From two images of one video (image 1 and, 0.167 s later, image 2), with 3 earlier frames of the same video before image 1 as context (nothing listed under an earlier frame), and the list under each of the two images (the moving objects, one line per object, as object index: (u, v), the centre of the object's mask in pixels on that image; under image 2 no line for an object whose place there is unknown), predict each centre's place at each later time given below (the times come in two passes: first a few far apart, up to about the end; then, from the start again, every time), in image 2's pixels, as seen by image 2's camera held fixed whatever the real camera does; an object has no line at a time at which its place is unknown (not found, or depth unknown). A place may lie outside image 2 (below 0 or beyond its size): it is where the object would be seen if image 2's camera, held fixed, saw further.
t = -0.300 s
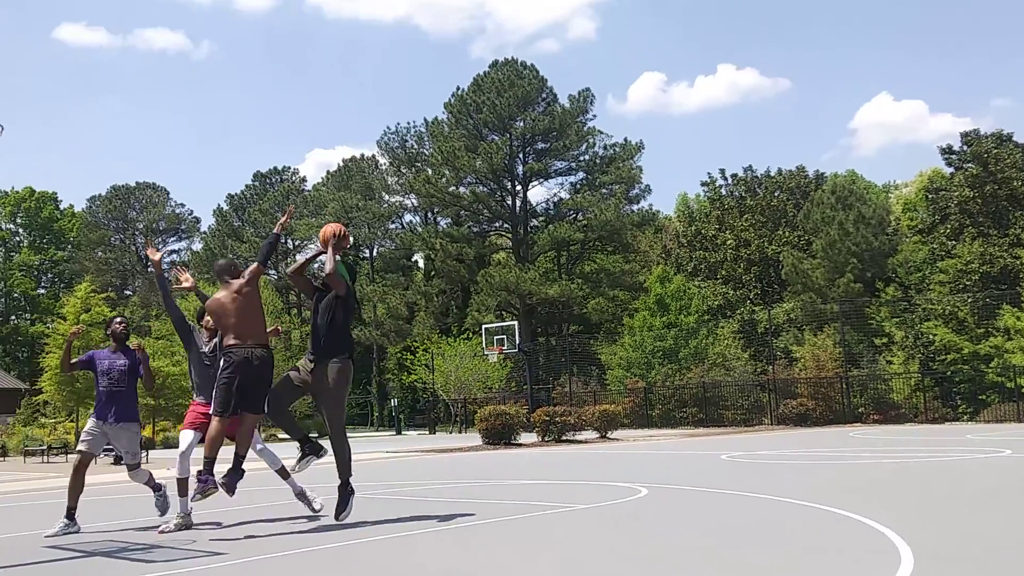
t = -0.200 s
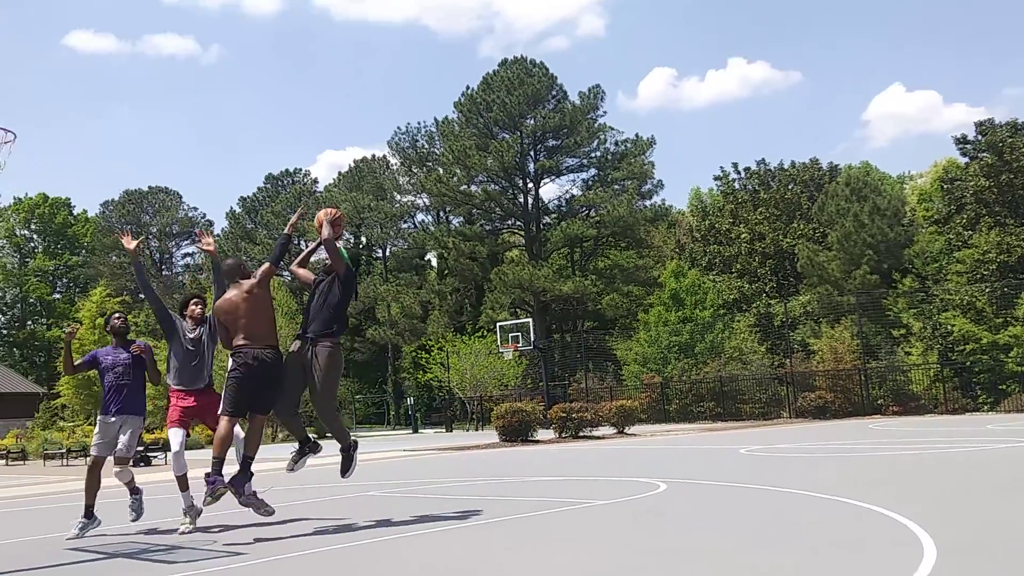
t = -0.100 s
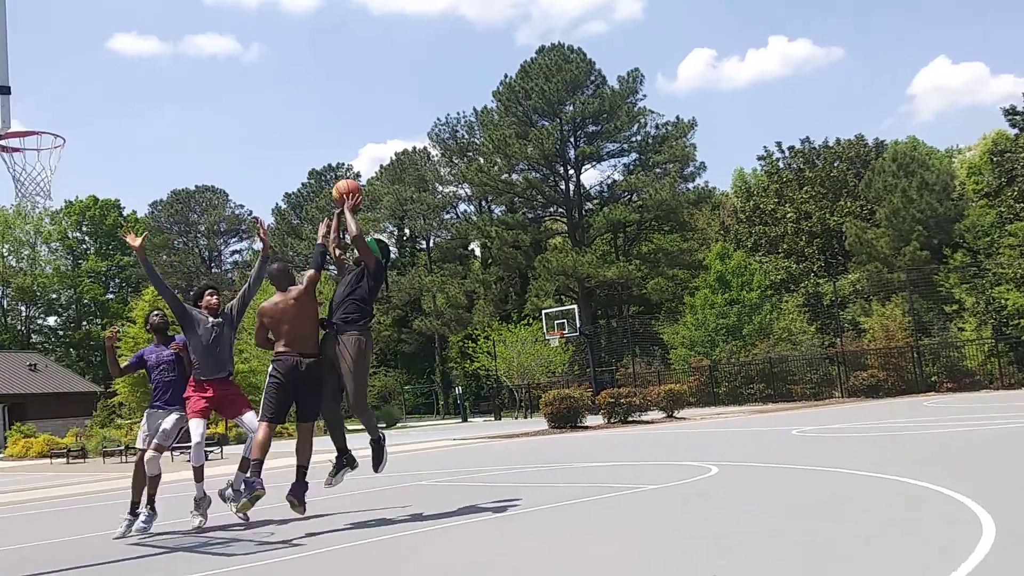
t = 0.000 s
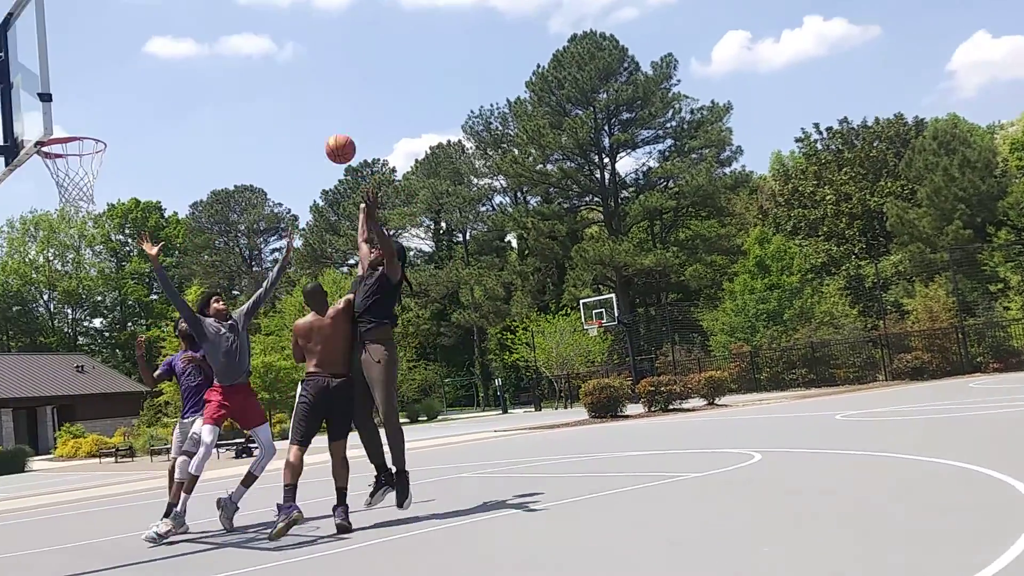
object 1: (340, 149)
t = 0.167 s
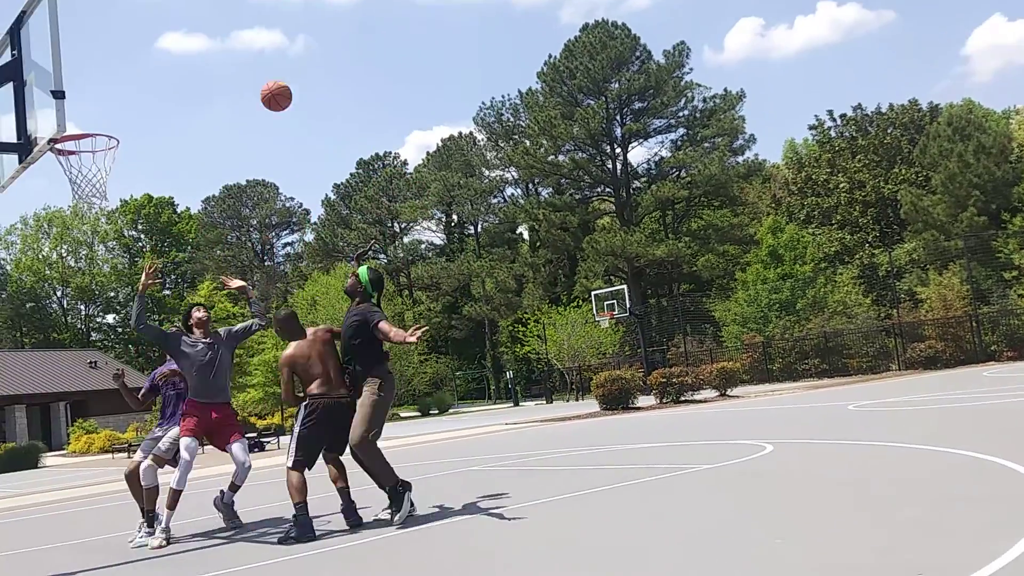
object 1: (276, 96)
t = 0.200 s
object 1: (260, 91)
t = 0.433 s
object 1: (154, 89)
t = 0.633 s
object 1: (79, 108)
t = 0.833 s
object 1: (73, 109)
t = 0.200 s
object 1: (260, 91)
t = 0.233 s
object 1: (244, 85)
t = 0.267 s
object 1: (230, 83)
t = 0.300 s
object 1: (214, 81)
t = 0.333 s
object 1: (198, 81)
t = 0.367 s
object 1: (181, 81)
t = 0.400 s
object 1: (165, 84)
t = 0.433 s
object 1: (154, 89)
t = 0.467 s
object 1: (139, 95)
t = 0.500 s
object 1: (121, 101)
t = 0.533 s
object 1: (106, 110)
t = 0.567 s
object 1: (95, 118)
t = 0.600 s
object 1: (88, 112)
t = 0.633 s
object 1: (79, 108)
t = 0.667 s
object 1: (75, 103)
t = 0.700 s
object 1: (72, 104)
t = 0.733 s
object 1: (70, 103)
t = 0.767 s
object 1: (67, 107)
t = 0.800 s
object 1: (70, 107)
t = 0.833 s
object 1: (73, 109)
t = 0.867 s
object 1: (78, 111)
